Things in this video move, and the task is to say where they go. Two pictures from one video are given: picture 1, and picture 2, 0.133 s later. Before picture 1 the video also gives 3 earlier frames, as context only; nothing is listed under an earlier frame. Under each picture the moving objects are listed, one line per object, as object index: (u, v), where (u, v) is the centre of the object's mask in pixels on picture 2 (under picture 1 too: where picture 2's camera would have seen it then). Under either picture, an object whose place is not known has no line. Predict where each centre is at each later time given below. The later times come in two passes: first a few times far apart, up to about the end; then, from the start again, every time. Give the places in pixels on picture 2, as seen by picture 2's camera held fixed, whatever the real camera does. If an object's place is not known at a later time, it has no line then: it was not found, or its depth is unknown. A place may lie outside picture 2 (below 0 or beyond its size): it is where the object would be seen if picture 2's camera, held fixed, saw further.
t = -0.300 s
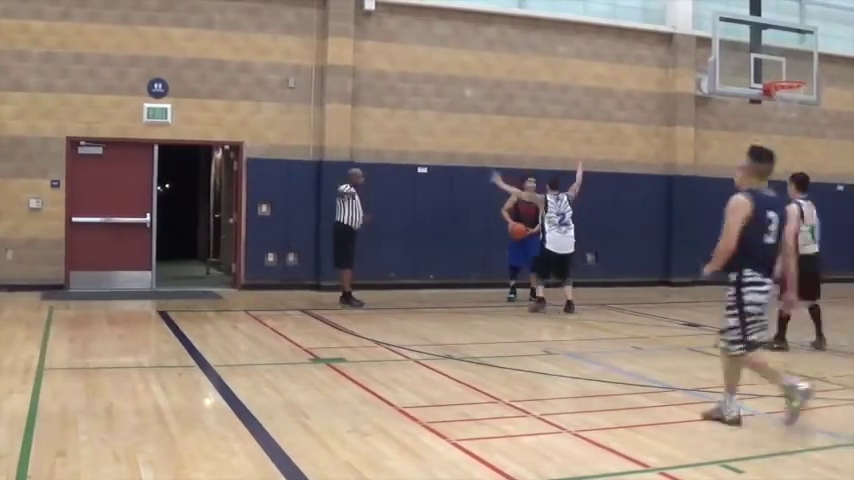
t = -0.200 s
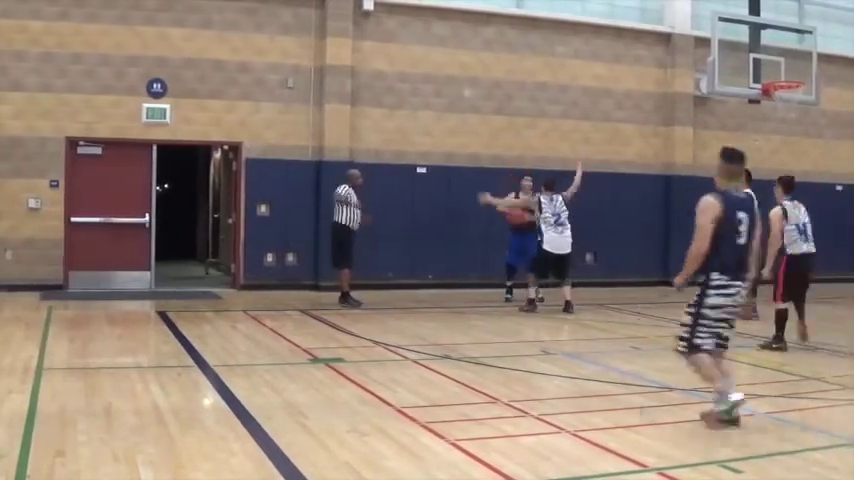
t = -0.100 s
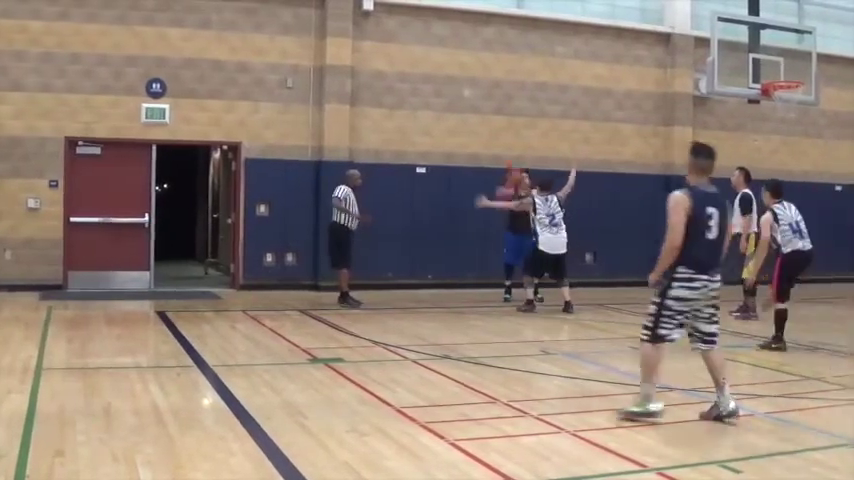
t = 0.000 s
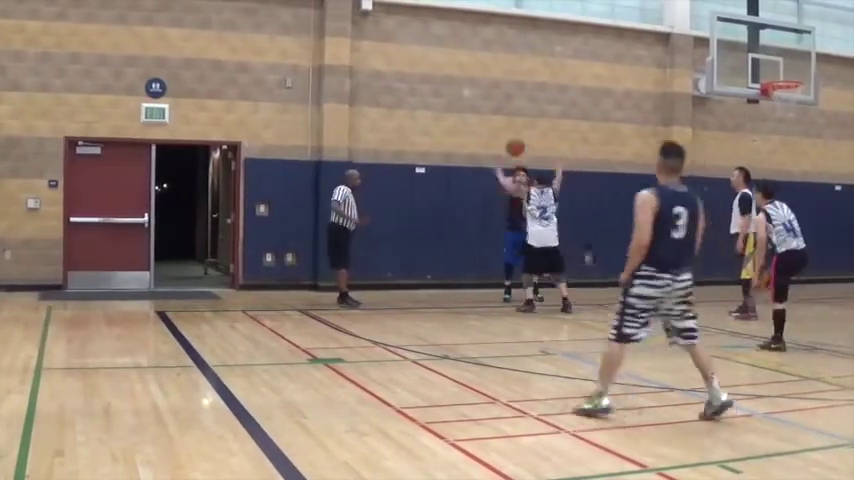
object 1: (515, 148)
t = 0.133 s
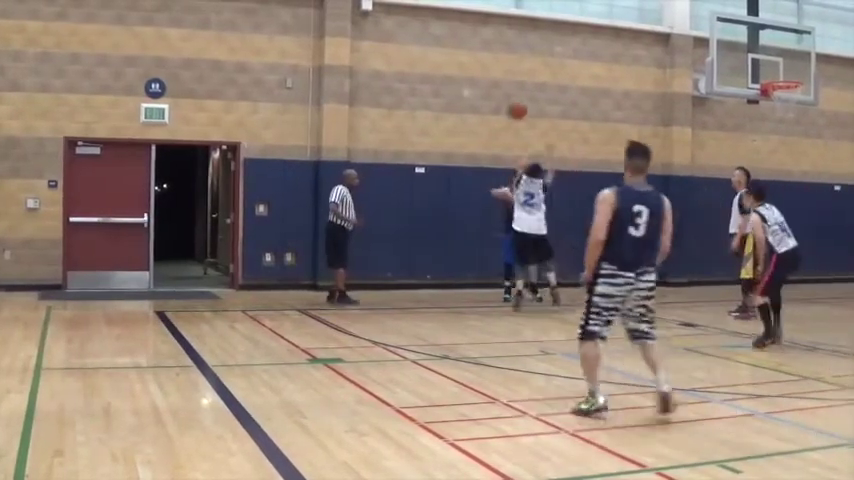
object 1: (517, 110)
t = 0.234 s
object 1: (518, 88)
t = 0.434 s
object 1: (519, 64)
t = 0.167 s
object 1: (516, 103)
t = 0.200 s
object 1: (518, 95)
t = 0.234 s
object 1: (518, 88)
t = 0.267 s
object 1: (517, 82)
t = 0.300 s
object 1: (518, 77)
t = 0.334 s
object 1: (518, 73)
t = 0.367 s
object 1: (519, 69)
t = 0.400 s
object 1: (519, 66)
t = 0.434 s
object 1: (519, 64)
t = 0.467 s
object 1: (520, 63)
